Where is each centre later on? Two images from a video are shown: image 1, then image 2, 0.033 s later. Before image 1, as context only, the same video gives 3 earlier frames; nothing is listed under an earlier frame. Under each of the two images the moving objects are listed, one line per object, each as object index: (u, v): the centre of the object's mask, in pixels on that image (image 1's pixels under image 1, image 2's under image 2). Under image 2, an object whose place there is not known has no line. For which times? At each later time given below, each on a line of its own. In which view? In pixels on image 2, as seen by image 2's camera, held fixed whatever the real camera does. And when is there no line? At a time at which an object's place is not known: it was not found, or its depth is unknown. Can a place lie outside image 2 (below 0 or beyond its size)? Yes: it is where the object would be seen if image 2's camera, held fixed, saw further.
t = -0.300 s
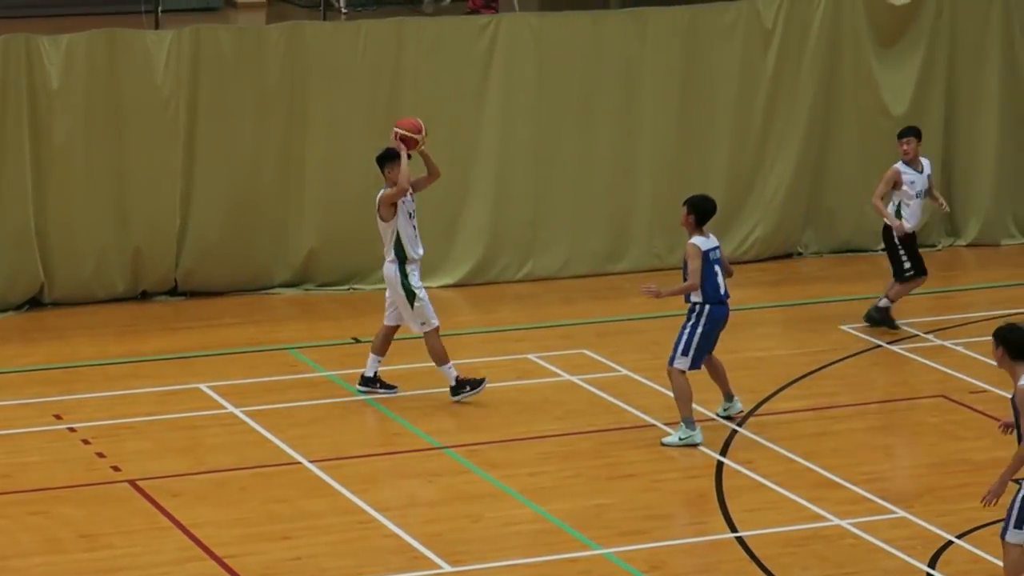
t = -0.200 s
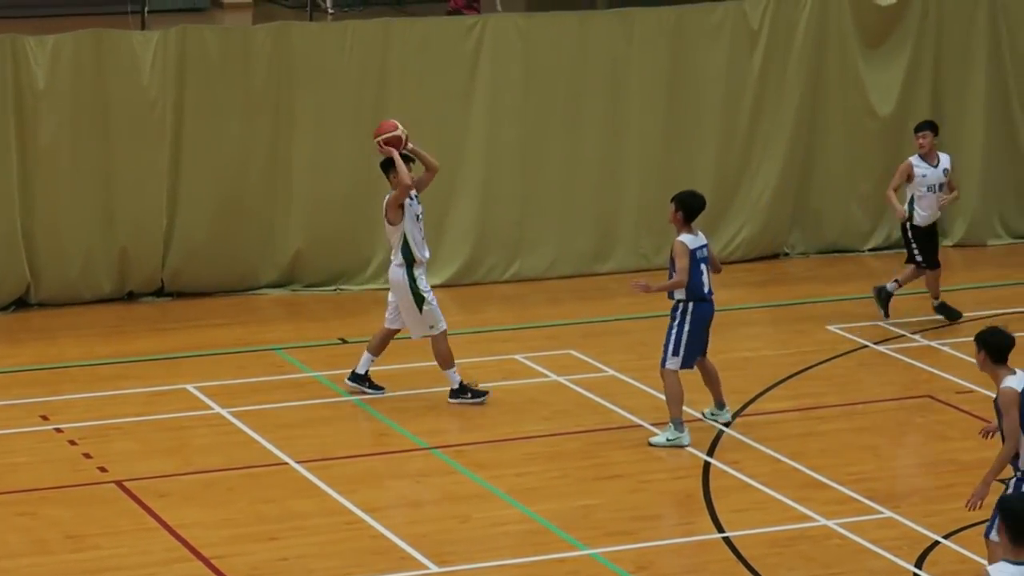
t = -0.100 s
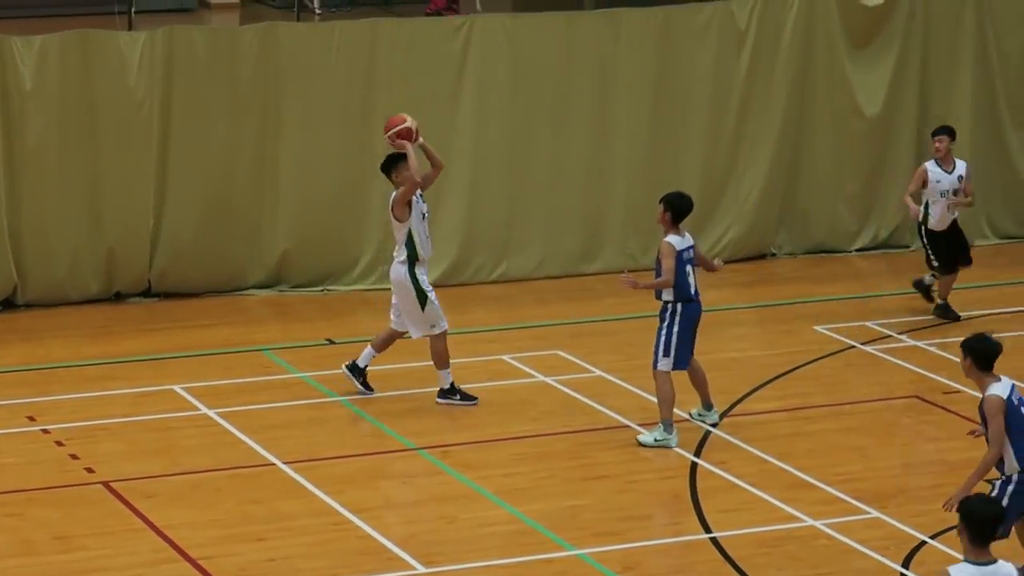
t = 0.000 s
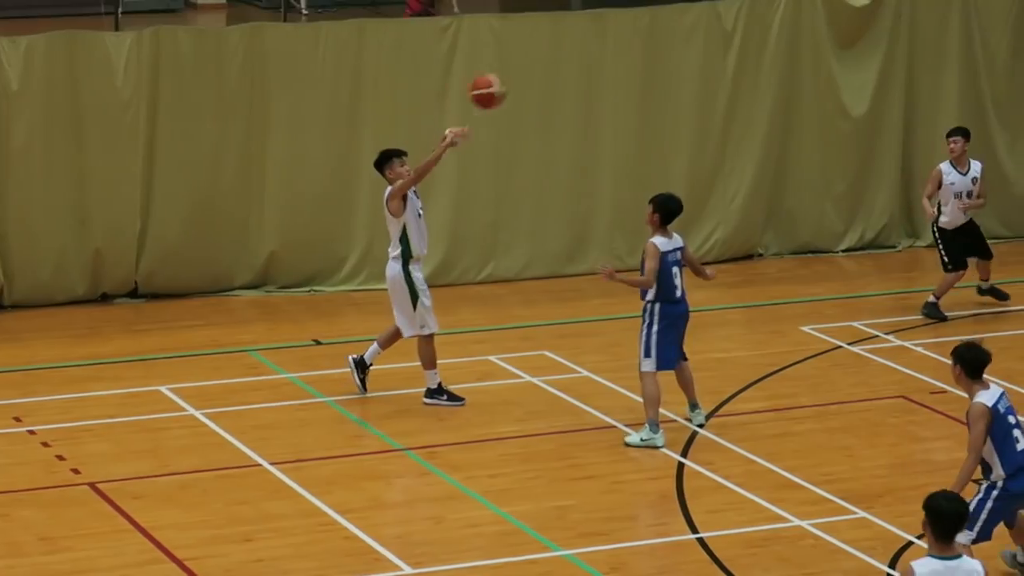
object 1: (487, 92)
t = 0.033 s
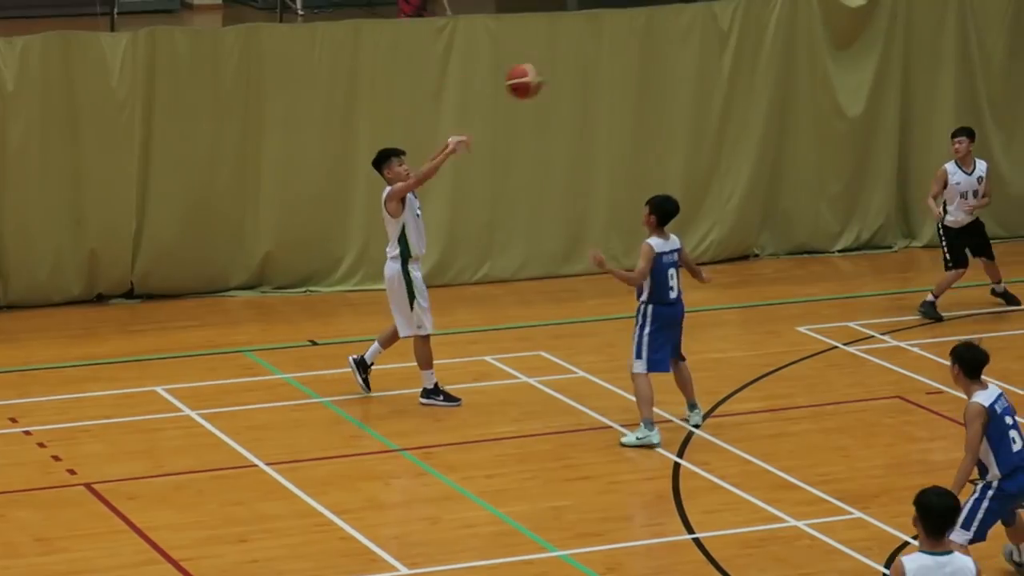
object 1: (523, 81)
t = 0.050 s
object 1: (544, 76)
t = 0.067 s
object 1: (565, 72)
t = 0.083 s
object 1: (584, 67)
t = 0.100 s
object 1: (605, 64)
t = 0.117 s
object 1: (626, 61)
